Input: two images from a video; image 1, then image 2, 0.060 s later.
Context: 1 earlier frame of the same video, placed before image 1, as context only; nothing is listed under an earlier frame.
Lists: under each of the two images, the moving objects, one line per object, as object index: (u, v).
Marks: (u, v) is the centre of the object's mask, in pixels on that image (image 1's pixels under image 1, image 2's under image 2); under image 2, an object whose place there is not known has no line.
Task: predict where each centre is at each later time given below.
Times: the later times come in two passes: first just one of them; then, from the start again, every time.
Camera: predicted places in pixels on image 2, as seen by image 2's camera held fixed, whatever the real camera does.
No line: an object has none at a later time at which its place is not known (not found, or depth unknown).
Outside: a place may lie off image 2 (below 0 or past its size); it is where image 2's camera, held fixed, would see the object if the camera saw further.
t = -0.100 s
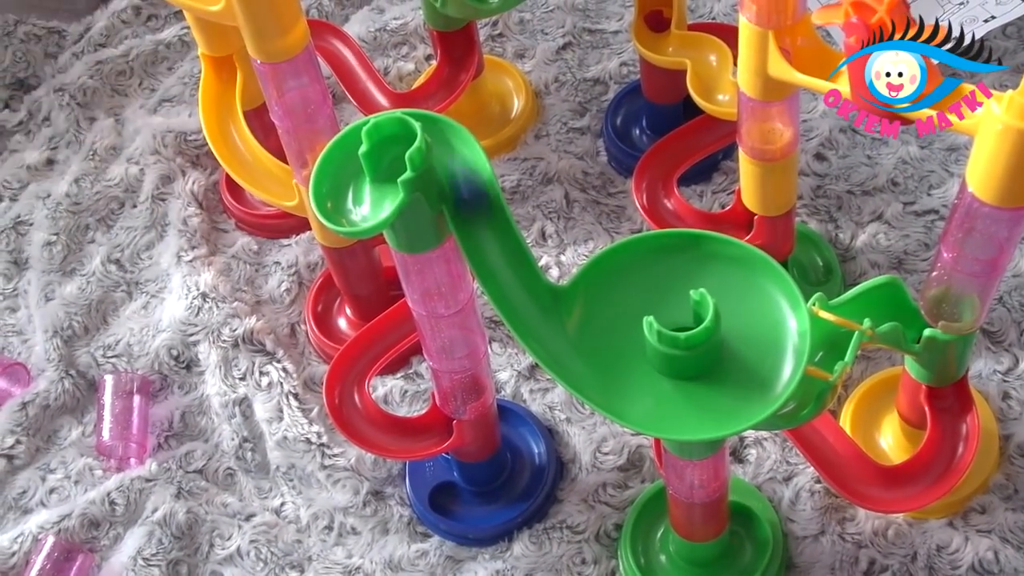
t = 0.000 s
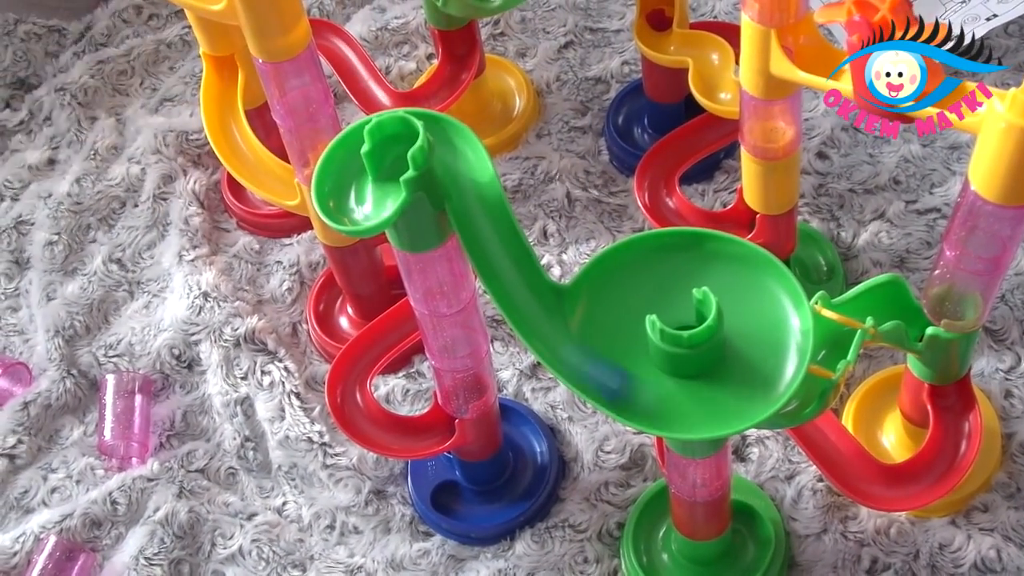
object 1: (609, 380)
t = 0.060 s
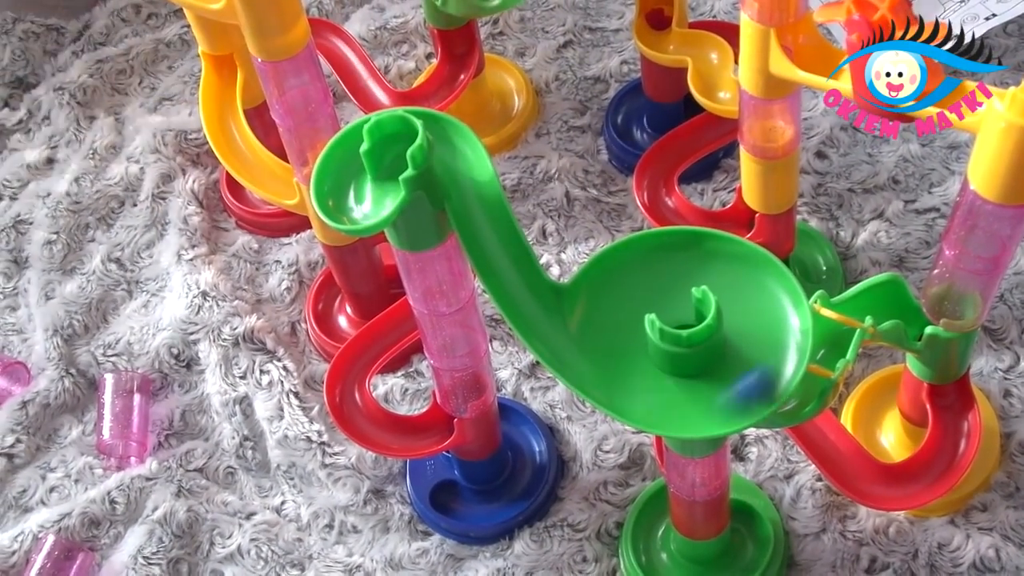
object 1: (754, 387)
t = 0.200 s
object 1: (642, 263)
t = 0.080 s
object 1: (777, 359)
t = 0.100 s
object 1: (781, 320)
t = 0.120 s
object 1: (774, 289)
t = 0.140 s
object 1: (746, 268)
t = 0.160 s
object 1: (714, 257)
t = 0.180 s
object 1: (677, 254)
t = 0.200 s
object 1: (642, 263)
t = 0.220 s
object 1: (617, 279)
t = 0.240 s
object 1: (600, 302)
